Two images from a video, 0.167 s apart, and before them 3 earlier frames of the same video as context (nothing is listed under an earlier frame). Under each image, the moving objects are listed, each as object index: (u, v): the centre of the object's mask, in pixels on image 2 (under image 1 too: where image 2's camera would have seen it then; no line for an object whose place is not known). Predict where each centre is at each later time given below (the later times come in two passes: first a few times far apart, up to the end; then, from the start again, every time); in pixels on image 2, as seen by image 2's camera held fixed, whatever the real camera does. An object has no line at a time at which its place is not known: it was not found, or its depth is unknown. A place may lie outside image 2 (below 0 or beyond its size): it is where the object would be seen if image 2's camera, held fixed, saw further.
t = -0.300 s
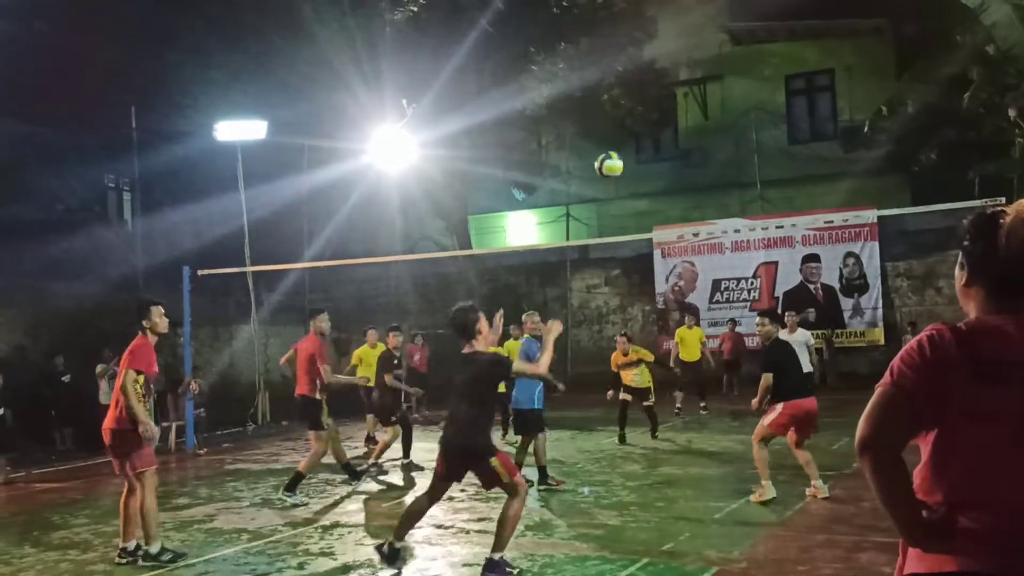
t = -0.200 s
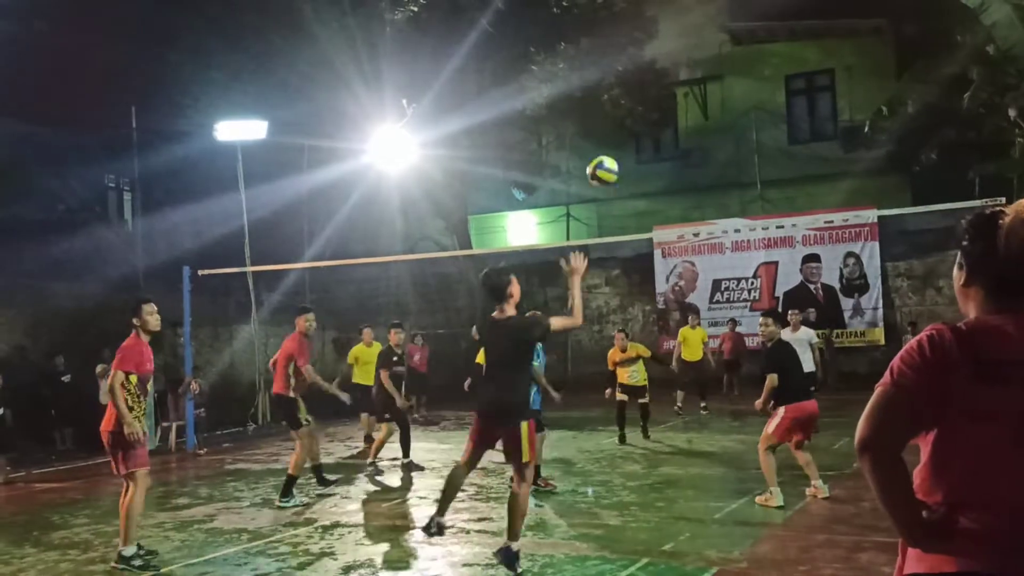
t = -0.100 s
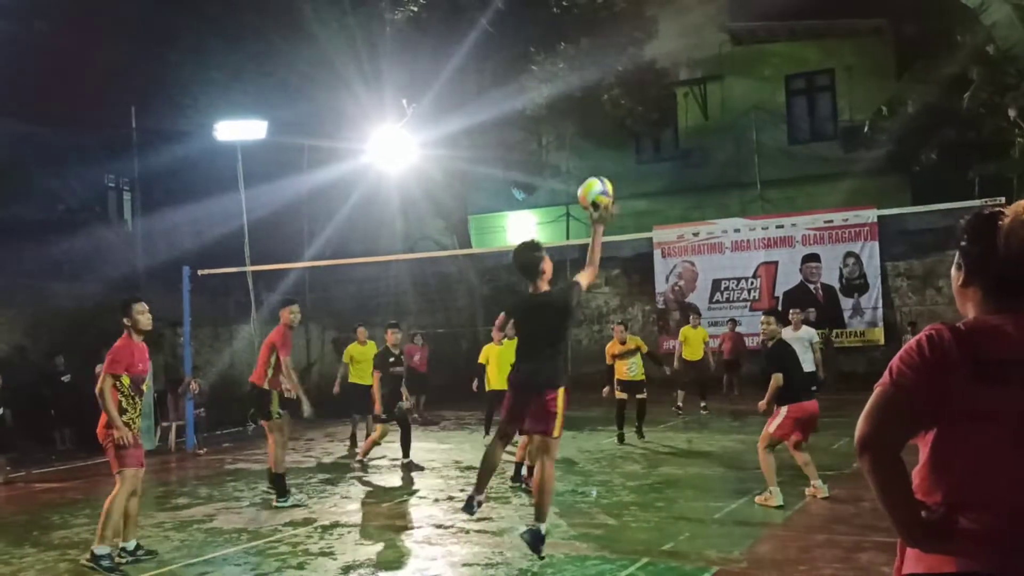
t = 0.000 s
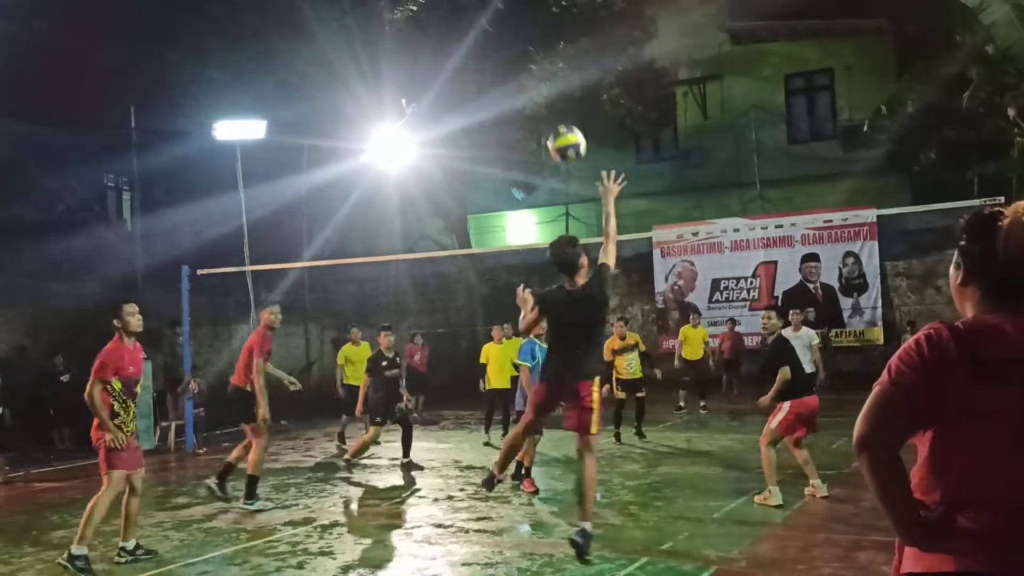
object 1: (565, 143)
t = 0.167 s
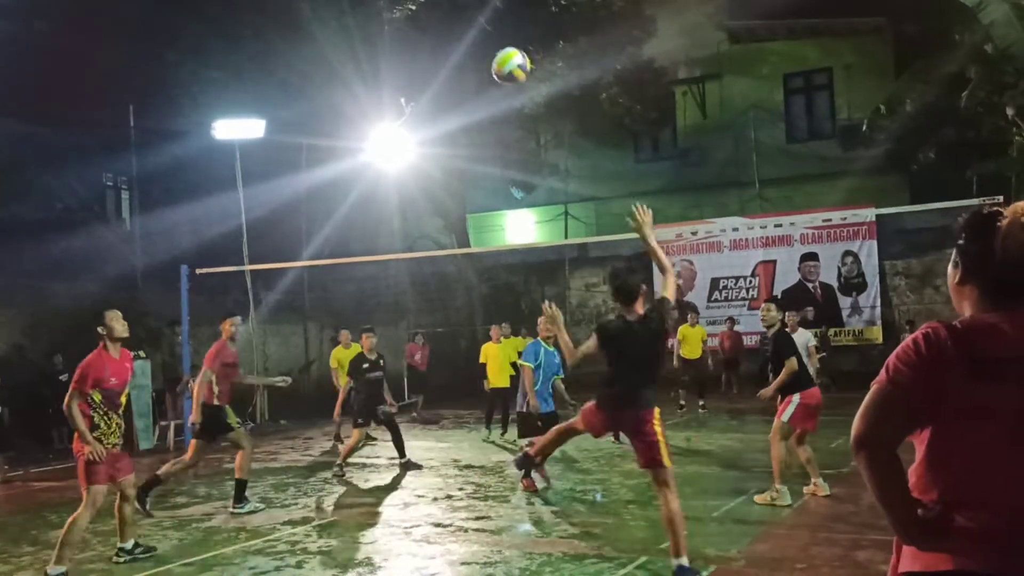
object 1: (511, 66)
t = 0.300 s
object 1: (466, 35)
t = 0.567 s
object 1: (373, 65)
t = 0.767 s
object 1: (301, 176)
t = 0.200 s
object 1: (499, 56)
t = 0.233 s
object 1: (489, 48)
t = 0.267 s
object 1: (477, 40)
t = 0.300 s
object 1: (466, 35)
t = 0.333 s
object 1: (454, 32)
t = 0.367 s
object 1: (443, 30)
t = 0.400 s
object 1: (431, 32)
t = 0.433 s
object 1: (419, 34)
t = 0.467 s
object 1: (407, 38)
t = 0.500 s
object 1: (397, 45)
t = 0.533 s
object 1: (384, 54)
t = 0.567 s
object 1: (373, 65)
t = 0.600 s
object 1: (361, 76)
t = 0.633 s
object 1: (348, 90)
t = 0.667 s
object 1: (337, 109)
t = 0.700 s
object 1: (325, 127)
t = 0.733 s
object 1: (313, 152)
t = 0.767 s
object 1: (301, 176)
